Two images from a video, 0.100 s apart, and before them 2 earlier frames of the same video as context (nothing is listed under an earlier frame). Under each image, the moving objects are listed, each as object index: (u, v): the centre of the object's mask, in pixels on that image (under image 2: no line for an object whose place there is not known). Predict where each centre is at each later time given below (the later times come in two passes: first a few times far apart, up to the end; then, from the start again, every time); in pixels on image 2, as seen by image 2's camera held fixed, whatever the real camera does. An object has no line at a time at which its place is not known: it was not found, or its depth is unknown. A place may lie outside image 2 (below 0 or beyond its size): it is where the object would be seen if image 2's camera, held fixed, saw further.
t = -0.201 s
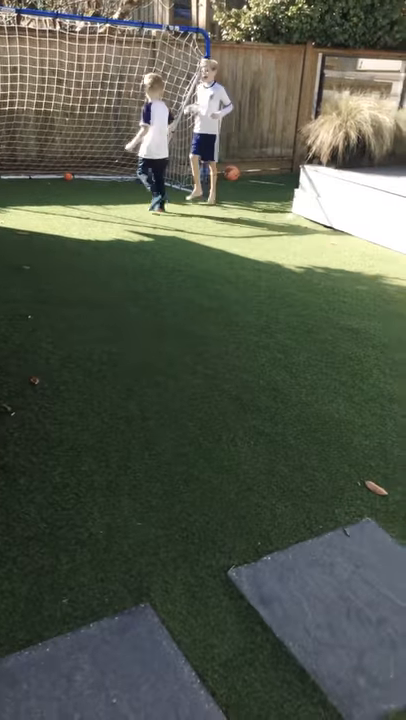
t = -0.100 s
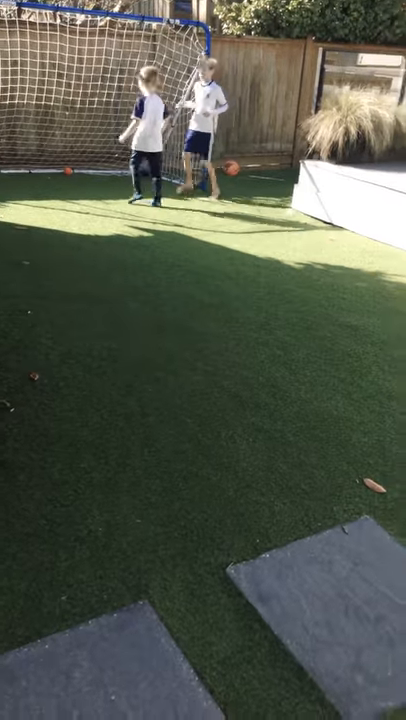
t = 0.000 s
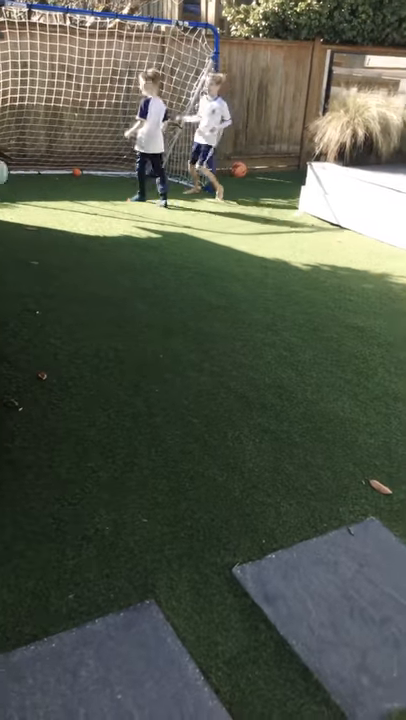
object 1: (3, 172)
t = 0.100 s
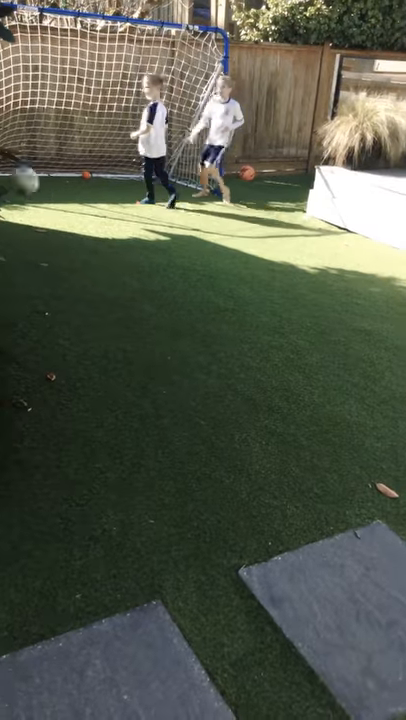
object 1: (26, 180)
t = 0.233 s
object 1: (50, 208)
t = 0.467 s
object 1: (96, 228)
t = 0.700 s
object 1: (140, 227)
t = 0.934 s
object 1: (178, 234)
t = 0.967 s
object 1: (184, 232)
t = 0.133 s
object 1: (32, 185)
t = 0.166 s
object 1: (37, 192)
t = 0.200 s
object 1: (44, 200)
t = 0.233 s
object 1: (50, 208)
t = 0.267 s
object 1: (58, 220)
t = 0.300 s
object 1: (65, 232)
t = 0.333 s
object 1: (72, 245)
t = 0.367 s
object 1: (77, 249)
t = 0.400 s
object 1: (85, 241)
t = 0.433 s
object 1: (90, 234)
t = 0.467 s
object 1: (96, 228)
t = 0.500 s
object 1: (102, 224)
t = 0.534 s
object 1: (108, 221)
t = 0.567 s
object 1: (114, 219)
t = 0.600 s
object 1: (121, 219)
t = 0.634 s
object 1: (127, 220)
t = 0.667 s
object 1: (134, 223)
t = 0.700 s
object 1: (140, 227)
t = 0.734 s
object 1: (145, 231)
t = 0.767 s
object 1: (152, 238)
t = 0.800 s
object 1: (157, 246)
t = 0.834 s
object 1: (162, 246)
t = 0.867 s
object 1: (167, 240)
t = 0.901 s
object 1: (173, 236)
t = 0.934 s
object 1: (178, 234)
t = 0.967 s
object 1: (184, 232)
